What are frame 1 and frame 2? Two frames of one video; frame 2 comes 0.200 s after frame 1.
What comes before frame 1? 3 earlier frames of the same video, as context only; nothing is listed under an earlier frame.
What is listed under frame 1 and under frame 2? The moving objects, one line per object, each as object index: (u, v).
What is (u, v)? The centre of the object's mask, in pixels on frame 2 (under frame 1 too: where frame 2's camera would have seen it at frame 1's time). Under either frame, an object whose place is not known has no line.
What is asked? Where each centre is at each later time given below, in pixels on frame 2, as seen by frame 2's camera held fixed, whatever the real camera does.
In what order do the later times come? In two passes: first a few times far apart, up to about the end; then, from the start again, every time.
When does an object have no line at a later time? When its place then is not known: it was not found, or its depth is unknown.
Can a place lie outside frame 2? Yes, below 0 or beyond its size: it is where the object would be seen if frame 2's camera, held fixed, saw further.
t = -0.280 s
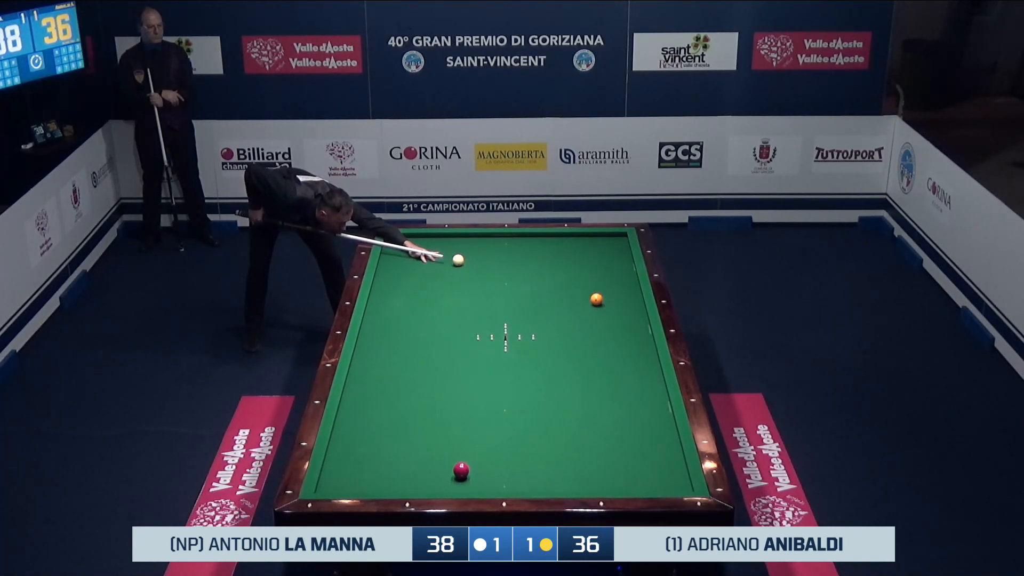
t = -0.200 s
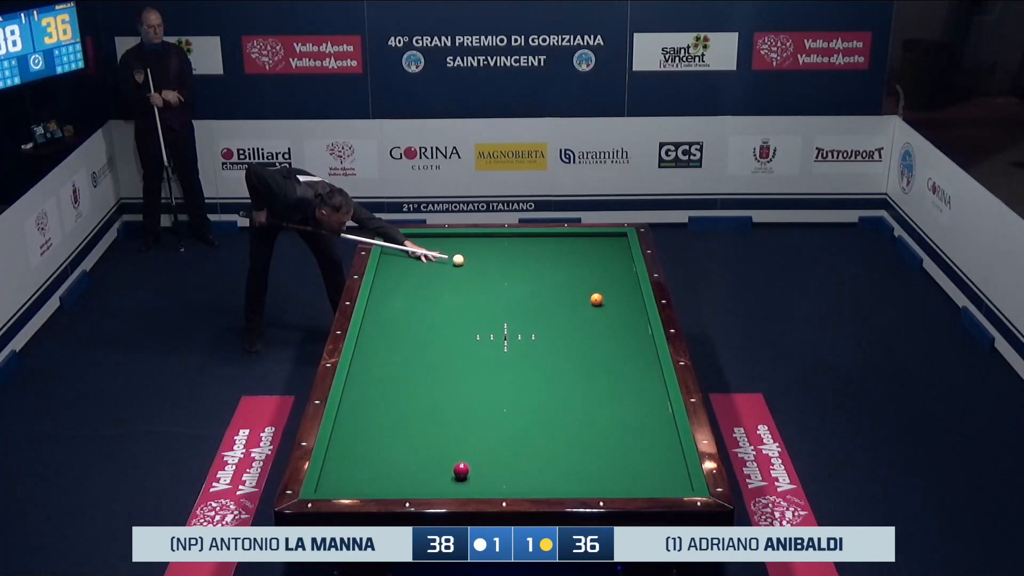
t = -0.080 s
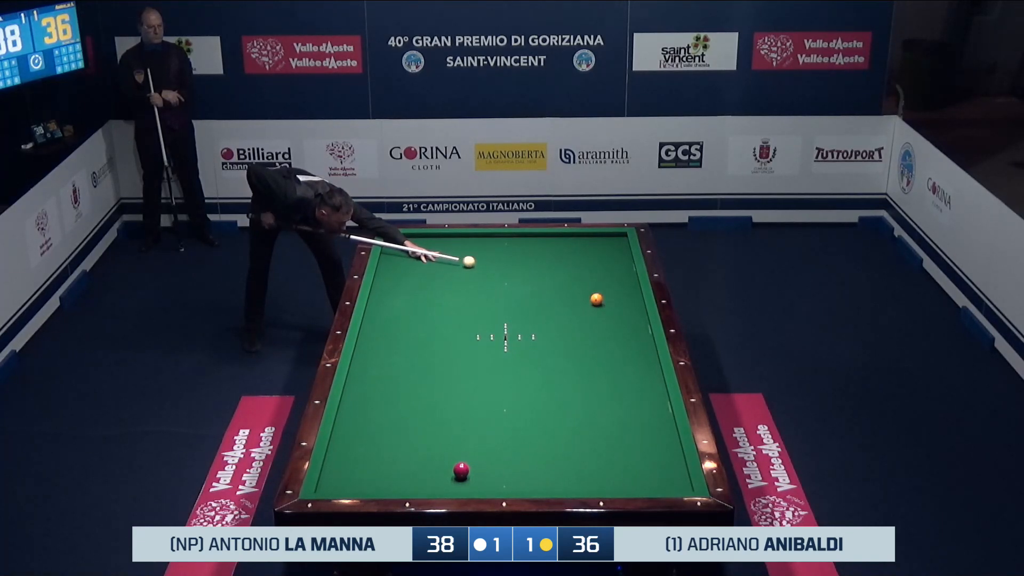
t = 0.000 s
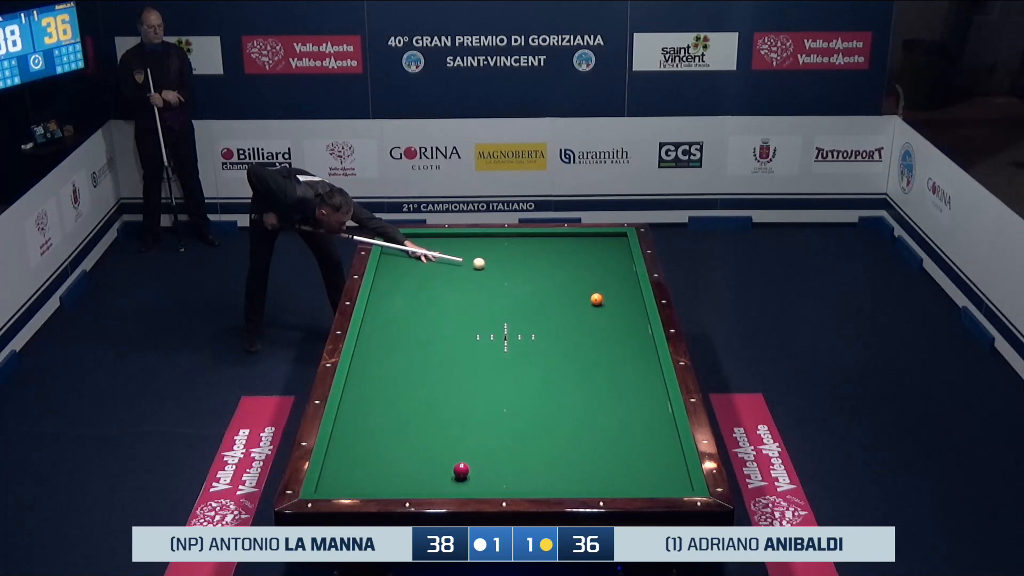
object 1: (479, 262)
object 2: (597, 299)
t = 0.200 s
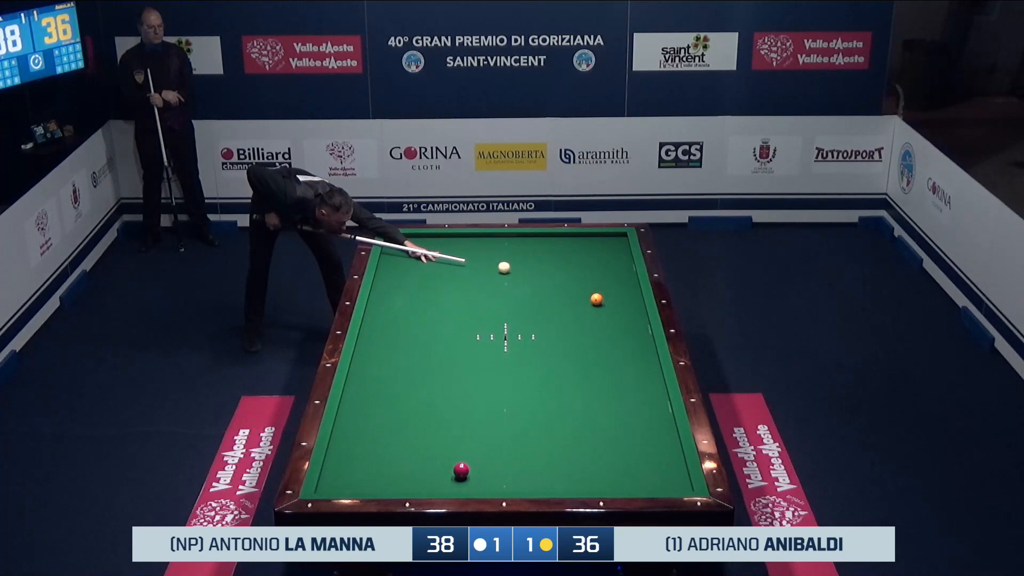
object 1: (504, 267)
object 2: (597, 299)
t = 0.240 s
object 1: (509, 268)
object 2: (597, 299)
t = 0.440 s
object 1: (534, 272)
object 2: (597, 299)
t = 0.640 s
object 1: (560, 277)
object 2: (597, 299)
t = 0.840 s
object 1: (586, 281)
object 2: (597, 299)
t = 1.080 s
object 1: (616, 286)
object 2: (597, 299)
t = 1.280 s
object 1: (632, 291)
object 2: (597, 299)
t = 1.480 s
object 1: (618, 294)
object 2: (597, 299)
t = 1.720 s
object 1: (605, 297)
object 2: (594, 301)
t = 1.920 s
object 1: (601, 297)
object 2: (587, 303)
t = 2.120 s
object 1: (597, 297)
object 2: (580, 305)
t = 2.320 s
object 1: (594, 297)
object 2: (573, 308)
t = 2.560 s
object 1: (590, 297)
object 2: (565, 311)
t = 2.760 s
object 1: (587, 297)
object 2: (559, 313)
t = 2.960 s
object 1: (585, 297)
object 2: (553, 315)
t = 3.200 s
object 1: (582, 297)
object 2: (546, 317)
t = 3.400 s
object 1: (581, 297)
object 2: (540, 319)
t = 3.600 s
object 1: (579, 297)
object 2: (534, 321)
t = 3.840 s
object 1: (578, 297)
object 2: (528, 324)
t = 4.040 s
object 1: (577, 297)
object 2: (523, 326)
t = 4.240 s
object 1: (576, 297)
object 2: (519, 327)
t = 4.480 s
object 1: (576, 296)
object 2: (514, 328)
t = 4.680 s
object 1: (576, 296)
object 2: (509, 330)
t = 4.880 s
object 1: (576, 296)
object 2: (506, 332)
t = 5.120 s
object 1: (576, 296)
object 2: (501, 334)
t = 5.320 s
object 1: (576, 296)
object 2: (498, 335)
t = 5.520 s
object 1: (576, 296)
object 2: (495, 336)
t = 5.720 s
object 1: (576, 296)
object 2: (493, 337)
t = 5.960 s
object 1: (576, 296)
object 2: (489, 338)
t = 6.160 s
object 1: (576, 296)
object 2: (487, 339)
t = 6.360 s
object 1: (576, 296)
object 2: (485, 340)
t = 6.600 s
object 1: (576, 296)
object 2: (483, 340)
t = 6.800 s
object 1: (576, 296)
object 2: (482, 341)
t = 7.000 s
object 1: (576, 296)
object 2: (481, 341)
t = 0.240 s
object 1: (509, 268)
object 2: (597, 299)
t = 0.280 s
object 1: (514, 268)
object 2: (597, 299)
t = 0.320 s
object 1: (519, 269)
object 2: (597, 299)
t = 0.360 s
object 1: (524, 270)
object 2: (597, 299)
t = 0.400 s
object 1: (529, 271)
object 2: (597, 299)
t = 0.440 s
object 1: (534, 272)
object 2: (597, 299)
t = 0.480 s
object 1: (540, 273)
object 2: (597, 299)
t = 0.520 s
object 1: (545, 274)
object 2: (597, 299)
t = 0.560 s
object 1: (550, 275)
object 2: (597, 299)
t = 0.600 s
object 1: (555, 276)
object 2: (597, 299)
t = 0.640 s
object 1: (560, 277)
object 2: (597, 299)
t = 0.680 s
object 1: (565, 278)
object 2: (597, 299)
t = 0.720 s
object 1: (570, 278)
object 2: (597, 299)
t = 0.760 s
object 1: (575, 279)
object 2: (597, 299)
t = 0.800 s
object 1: (580, 280)
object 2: (597, 299)
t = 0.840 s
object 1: (586, 281)
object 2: (597, 299)
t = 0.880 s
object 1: (590, 282)
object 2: (597, 299)
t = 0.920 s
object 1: (596, 283)
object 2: (597, 299)
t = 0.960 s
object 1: (601, 283)
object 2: (597, 299)
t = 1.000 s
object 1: (606, 285)
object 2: (597, 299)
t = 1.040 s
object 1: (611, 285)
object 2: (597, 299)
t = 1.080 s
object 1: (616, 286)
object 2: (597, 299)
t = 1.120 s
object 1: (621, 287)
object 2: (597, 299)
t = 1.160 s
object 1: (626, 288)
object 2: (597, 299)
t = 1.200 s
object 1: (631, 289)
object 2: (597, 299)
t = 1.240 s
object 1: (635, 290)
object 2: (597, 299)
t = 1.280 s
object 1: (632, 291)
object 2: (597, 299)
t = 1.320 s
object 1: (629, 291)
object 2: (597, 299)
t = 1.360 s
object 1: (626, 292)
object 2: (597, 299)
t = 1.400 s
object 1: (623, 292)
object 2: (597, 299)
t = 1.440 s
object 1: (621, 293)
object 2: (597, 300)
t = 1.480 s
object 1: (618, 294)
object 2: (597, 299)
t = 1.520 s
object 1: (615, 294)
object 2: (597, 299)
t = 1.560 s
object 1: (613, 295)
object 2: (597, 299)
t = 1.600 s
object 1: (610, 296)
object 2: (597, 300)
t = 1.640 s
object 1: (607, 296)
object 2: (596, 300)
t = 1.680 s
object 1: (606, 297)
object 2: (595, 300)
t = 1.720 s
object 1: (605, 297)
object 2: (594, 301)
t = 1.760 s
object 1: (604, 297)
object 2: (592, 301)
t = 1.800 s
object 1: (603, 297)
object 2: (591, 302)
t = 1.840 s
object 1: (602, 297)
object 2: (589, 302)
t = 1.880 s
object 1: (601, 297)
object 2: (588, 302)
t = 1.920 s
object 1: (601, 297)
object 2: (587, 303)
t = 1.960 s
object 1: (600, 297)
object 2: (585, 304)
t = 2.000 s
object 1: (599, 297)
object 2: (584, 304)
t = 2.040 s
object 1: (599, 297)
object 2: (583, 305)
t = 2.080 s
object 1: (598, 297)
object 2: (581, 305)
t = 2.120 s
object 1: (597, 297)
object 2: (580, 305)
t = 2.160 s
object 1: (596, 297)
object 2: (579, 306)
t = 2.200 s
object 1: (596, 297)
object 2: (577, 307)
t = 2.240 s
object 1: (595, 297)
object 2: (576, 307)
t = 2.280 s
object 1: (594, 297)
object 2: (574, 307)
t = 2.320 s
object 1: (594, 297)
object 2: (573, 308)
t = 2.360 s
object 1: (593, 297)
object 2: (572, 308)
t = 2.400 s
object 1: (593, 297)
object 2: (570, 309)
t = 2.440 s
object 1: (592, 297)
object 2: (569, 309)
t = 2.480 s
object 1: (591, 297)
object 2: (568, 310)
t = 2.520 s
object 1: (591, 297)
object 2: (566, 310)
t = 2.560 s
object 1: (590, 297)
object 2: (565, 311)
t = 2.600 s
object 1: (589, 297)
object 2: (564, 311)
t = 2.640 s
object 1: (589, 297)
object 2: (563, 312)
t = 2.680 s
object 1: (588, 297)
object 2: (561, 312)
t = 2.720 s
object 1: (588, 297)
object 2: (560, 312)
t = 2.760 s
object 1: (587, 297)
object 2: (559, 313)
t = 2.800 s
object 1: (587, 297)
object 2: (558, 313)
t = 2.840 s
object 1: (586, 297)
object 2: (556, 314)
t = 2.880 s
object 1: (586, 297)
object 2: (555, 314)
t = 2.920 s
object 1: (585, 297)
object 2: (554, 315)
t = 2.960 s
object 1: (585, 297)
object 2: (553, 315)
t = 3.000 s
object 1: (585, 297)
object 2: (552, 315)
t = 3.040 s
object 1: (584, 297)
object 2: (550, 316)
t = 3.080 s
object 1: (584, 297)
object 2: (549, 316)
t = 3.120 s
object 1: (583, 297)
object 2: (548, 317)
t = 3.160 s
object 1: (583, 297)
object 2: (546, 317)
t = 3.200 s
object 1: (582, 297)
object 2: (546, 317)
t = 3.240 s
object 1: (582, 297)
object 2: (544, 318)
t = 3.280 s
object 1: (582, 297)
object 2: (543, 318)
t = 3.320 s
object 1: (581, 297)
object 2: (542, 319)
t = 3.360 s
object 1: (581, 297)
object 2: (541, 319)
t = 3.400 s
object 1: (581, 297)
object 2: (540, 319)
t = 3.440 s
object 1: (580, 297)
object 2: (539, 320)
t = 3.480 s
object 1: (580, 297)
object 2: (538, 320)
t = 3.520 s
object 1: (580, 297)
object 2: (536, 321)
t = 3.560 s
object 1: (579, 297)
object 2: (536, 321)
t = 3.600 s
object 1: (579, 297)
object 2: (534, 321)
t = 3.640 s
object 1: (579, 297)
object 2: (534, 322)
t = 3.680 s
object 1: (579, 297)
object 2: (532, 322)
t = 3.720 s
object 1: (578, 297)
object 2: (531, 323)
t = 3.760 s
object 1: (578, 297)
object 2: (530, 323)
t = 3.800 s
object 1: (578, 297)
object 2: (529, 323)
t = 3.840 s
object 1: (578, 297)
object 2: (528, 324)
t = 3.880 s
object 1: (577, 297)
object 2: (527, 324)
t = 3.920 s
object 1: (577, 297)
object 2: (526, 324)
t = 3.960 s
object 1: (577, 297)
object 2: (525, 325)
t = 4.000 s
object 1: (577, 297)
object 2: (524, 325)
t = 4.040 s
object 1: (577, 297)
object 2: (523, 326)
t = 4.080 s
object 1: (577, 297)
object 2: (522, 326)
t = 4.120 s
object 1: (577, 297)
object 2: (521, 326)
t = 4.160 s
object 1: (577, 297)
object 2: (521, 326)
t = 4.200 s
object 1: (576, 297)
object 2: (520, 327)
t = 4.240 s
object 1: (576, 297)
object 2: (519, 327)
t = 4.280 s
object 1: (576, 297)
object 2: (517, 328)
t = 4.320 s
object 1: (576, 297)
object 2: (517, 327)
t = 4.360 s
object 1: (576, 296)
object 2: (516, 328)
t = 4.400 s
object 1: (576, 296)
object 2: (515, 328)
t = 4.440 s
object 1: (576, 296)
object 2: (514, 328)
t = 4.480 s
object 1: (576, 296)
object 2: (514, 328)
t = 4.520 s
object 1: (576, 296)
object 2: (513, 329)
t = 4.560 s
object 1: (576, 296)
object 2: (512, 329)
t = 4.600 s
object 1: (576, 296)
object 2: (511, 330)
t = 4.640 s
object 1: (576, 296)
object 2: (510, 330)
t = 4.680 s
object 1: (576, 296)
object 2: (509, 330)
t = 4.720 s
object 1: (576, 296)
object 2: (508, 331)
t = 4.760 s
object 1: (576, 296)
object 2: (508, 331)
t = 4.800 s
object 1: (576, 296)
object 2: (507, 331)
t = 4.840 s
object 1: (576, 296)
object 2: (506, 331)
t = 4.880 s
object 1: (576, 296)
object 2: (506, 332)
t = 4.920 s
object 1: (576, 296)
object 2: (505, 332)
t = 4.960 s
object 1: (576, 296)
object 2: (504, 332)
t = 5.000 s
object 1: (576, 296)
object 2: (503, 332)
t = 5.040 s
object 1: (576, 296)
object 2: (502, 333)
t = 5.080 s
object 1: (576, 296)
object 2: (501, 333)
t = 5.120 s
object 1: (576, 296)
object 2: (501, 334)
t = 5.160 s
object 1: (576, 296)
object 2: (500, 334)
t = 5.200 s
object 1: (576, 296)
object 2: (499, 334)
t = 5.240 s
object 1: (576, 296)
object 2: (499, 334)
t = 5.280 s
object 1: (576, 296)
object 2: (498, 334)
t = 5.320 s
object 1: (576, 296)
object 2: (498, 335)
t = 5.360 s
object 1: (576, 296)
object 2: (497, 335)
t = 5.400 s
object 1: (576, 296)
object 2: (497, 335)
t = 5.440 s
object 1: (576, 296)
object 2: (497, 335)
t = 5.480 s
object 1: (576, 296)
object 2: (496, 336)
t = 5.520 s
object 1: (576, 296)
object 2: (495, 336)
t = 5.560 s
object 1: (576, 296)
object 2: (494, 336)
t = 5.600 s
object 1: (576, 296)
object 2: (494, 336)
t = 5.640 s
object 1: (576, 296)
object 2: (493, 337)
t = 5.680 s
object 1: (576, 296)
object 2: (493, 337)
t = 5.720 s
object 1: (576, 296)
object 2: (493, 337)
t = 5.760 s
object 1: (576, 296)
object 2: (492, 337)
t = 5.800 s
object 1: (576, 296)
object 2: (491, 337)
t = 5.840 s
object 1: (576, 296)
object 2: (490, 337)
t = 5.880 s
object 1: (576, 296)
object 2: (490, 337)
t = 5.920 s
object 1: (576, 296)
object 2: (490, 338)
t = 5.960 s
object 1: (576, 296)
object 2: (489, 338)
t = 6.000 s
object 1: (576, 296)
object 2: (489, 338)
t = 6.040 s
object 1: (576, 296)
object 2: (488, 338)
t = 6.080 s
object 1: (576, 296)
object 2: (488, 338)
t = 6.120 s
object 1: (576, 296)
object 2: (488, 338)
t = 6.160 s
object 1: (576, 296)
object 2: (487, 339)
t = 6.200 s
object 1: (576, 296)
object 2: (487, 339)
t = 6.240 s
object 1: (576, 296)
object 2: (487, 339)
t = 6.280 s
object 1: (576, 296)
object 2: (486, 339)
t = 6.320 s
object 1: (576, 296)
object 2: (485, 339)
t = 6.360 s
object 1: (576, 296)
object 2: (485, 340)
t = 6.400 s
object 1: (576, 296)
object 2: (485, 340)
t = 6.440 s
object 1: (576, 296)
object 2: (484, 340)
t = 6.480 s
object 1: (576, 296)
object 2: (484, 340)
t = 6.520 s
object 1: (576, 296)
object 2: (484, 340)
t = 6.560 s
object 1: (576, 296)
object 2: (483, 340)
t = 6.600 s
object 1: (576, 296)
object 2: (483, 340)
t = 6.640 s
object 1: (576, 296)
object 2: (483, 340)
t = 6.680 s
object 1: (576, 296)
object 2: (483, 340)
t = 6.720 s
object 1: (576, 296)
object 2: (483, 340)
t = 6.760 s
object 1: (576, 296)
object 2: (482, 340)
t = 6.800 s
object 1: (576, 296)
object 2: (482, 341)
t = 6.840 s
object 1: (576, 296)
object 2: (482, 341)
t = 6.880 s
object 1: (576, 296)
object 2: (482, 341)
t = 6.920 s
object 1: (576, 296)
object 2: (482, 341)
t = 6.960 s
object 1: (576, 296)
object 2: (482, 341)
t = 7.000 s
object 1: (576, 296)
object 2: (481, 341)
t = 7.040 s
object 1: (576, 296)
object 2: (481, 341)
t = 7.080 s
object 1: (576, 296)
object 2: (481, 341)
